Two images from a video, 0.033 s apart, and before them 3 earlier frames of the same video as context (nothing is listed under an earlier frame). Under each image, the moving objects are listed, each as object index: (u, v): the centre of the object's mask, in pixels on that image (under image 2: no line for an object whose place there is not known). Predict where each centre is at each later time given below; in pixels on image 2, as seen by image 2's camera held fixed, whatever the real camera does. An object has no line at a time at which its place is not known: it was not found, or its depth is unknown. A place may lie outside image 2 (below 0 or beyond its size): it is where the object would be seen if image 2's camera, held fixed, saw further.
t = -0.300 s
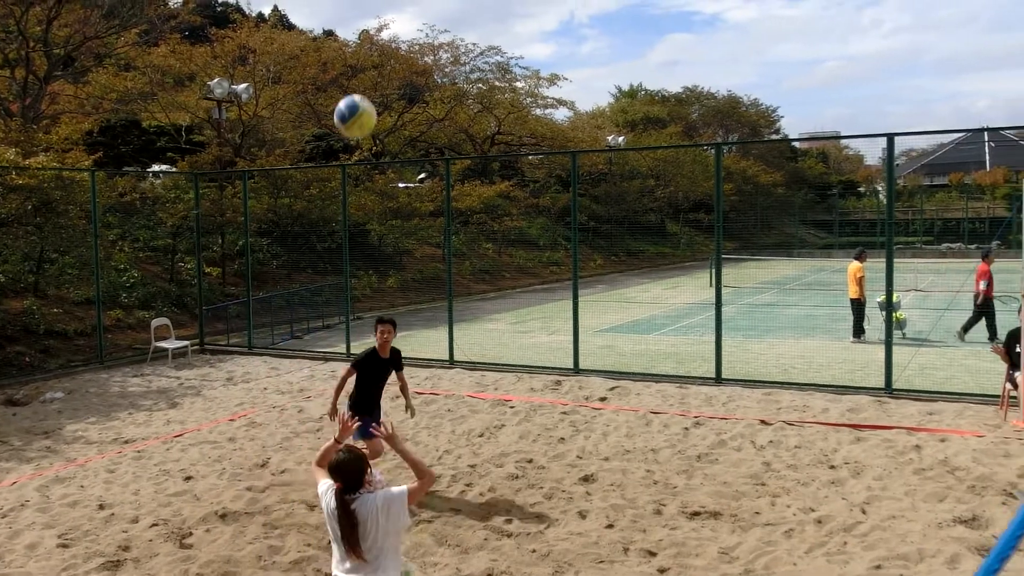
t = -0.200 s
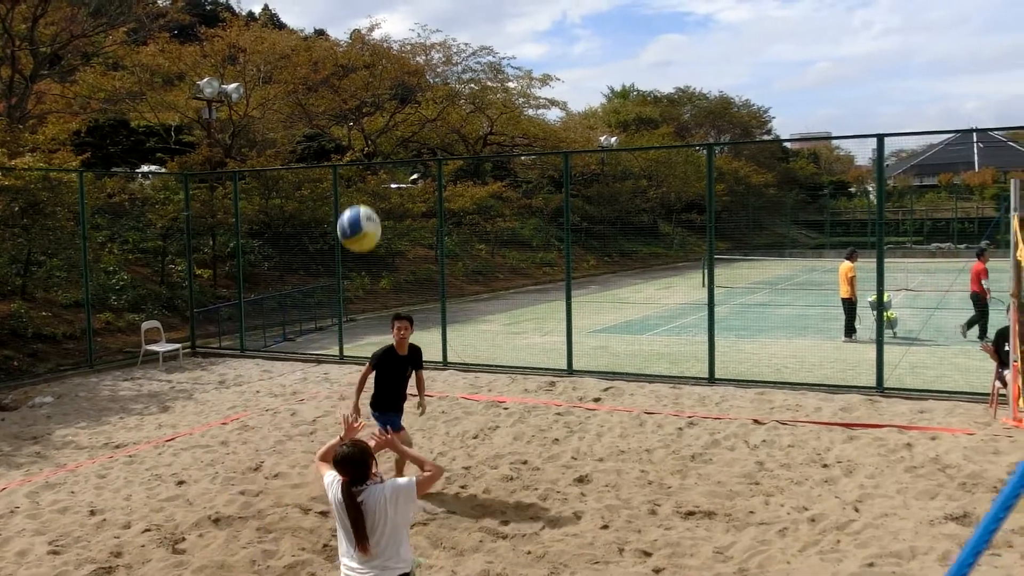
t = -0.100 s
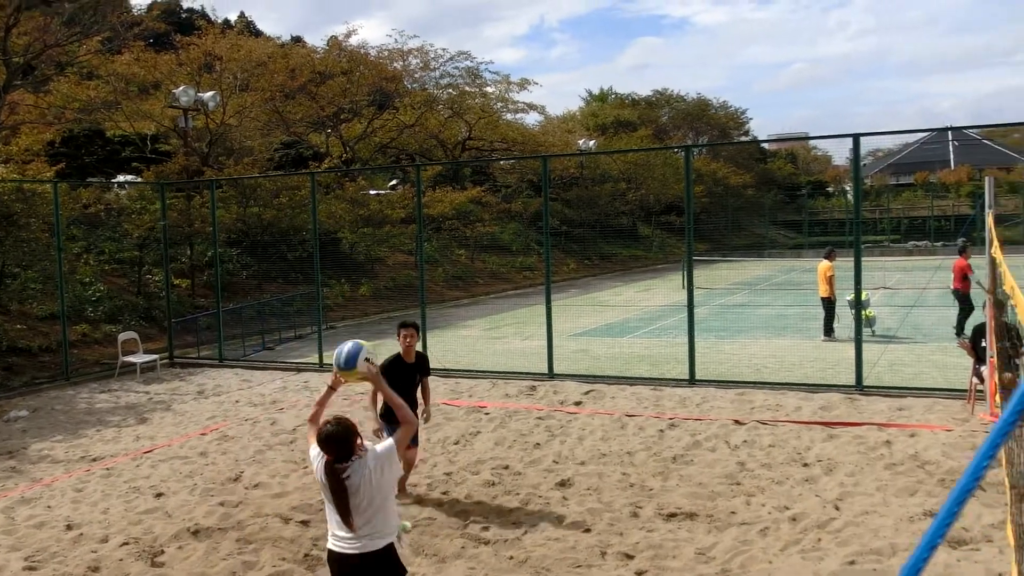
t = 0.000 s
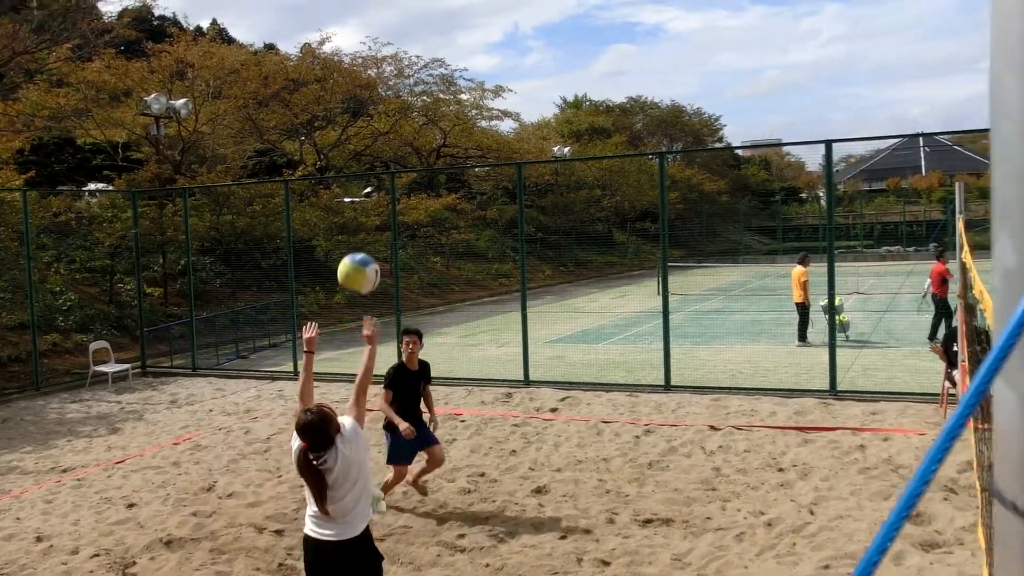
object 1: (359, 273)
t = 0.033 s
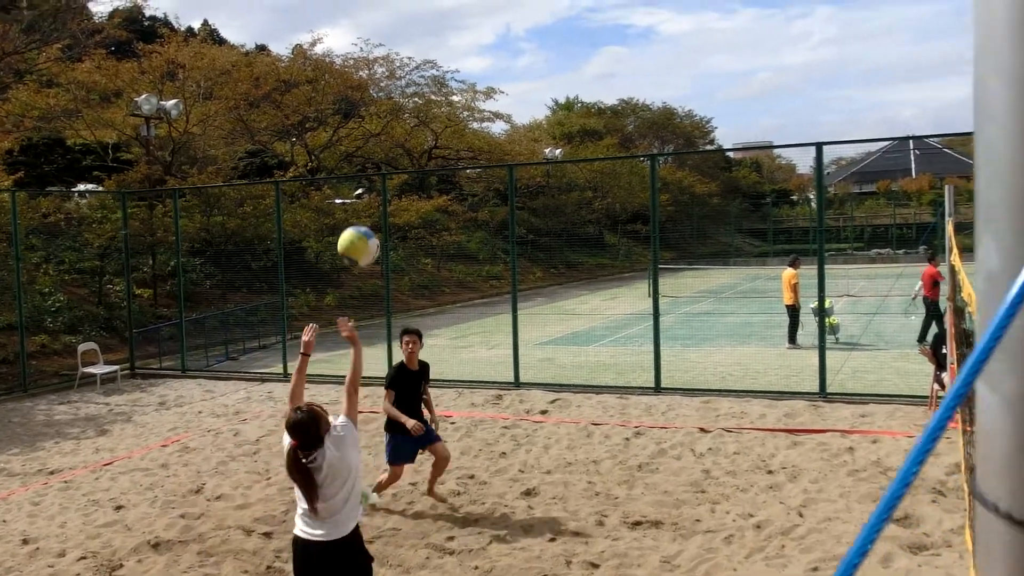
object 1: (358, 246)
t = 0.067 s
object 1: (369, 220)
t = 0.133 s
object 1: (387, 176)
